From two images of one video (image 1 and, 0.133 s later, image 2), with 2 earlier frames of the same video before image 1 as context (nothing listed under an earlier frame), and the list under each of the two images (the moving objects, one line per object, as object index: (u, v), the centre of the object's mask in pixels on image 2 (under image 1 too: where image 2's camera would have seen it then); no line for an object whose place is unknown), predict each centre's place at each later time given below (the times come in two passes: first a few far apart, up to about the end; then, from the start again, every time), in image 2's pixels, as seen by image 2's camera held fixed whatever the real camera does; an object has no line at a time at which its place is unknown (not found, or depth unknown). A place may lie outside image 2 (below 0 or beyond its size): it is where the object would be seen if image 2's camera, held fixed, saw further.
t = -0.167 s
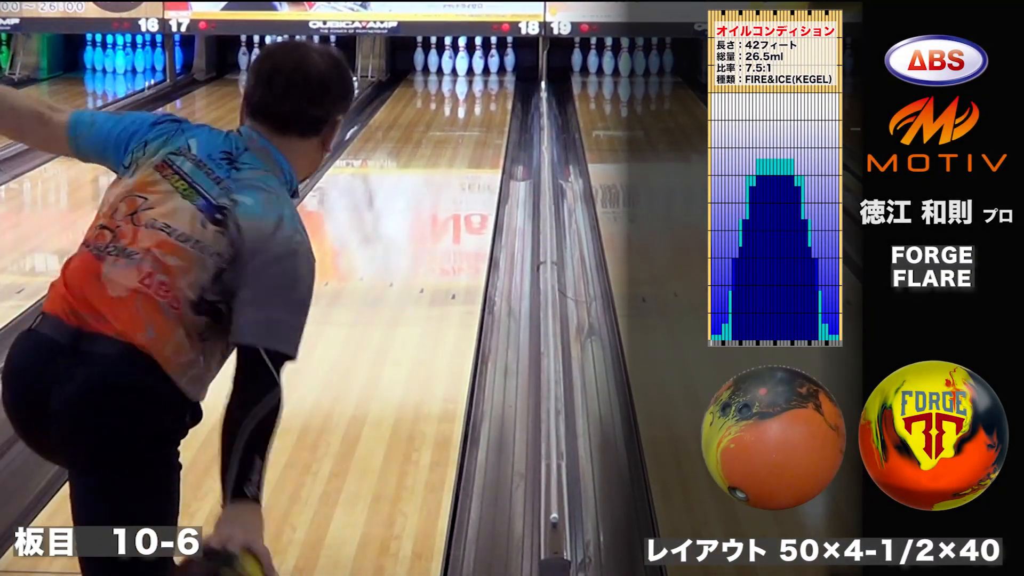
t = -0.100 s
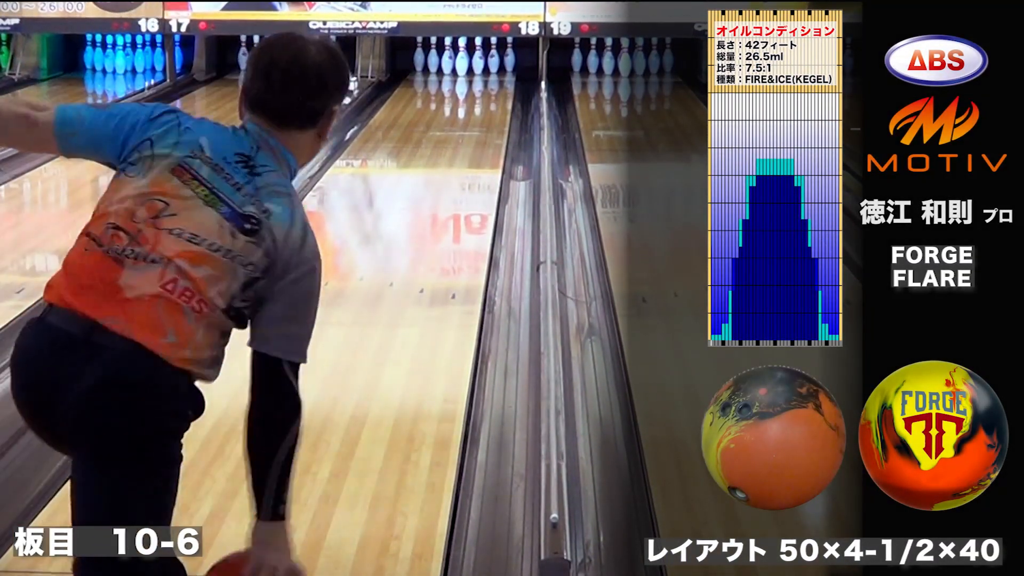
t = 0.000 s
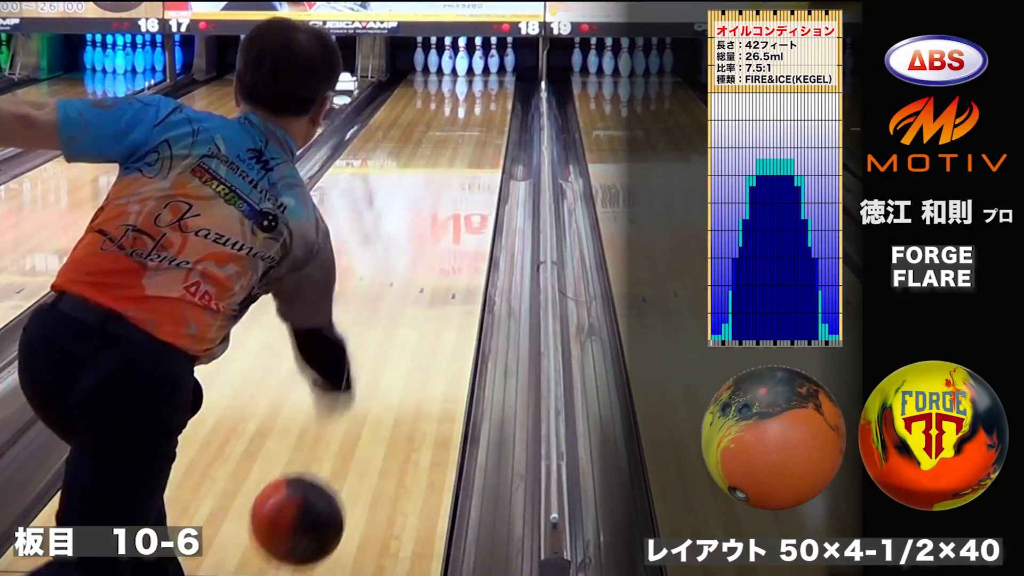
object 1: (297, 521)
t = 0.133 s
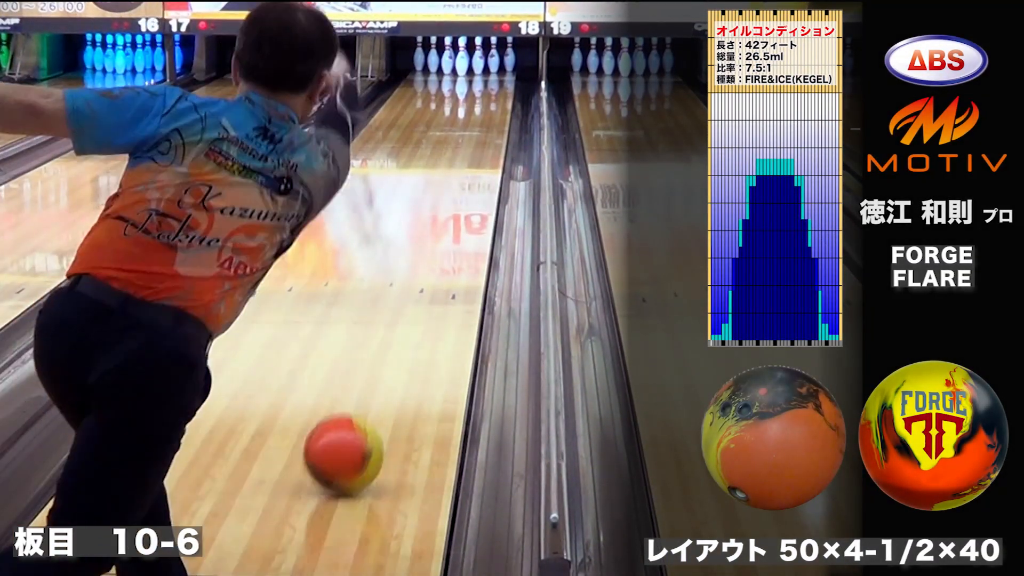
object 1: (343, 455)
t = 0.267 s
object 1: (377, 382)
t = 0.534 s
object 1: (421, 285)
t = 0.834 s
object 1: (451, 215)
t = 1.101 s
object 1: (468, 172)
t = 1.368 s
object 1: (478, 141)
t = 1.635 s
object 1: (482, 117)
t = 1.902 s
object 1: (483, 99)
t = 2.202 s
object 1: (478, 83)
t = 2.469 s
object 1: (472, 72)
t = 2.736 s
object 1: (470, 63)
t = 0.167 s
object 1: (352, 435)
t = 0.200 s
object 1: (361, 416)
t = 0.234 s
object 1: (369, 399)
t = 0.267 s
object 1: (377, 382)
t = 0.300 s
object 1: (383, 368)
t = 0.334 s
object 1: (390, 354)
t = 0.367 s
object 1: (396, 341)
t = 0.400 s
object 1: (402, 328)
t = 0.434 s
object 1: (407, 317)
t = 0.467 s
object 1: (412, 306)
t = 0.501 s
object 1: (417, 295)
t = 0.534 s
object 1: (421, 285)
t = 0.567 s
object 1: (425, 276)
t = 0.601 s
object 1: (429, 267)
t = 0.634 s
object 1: (433, 258)
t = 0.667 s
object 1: (436, 250)
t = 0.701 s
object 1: (440, 242)
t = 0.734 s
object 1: (443, 235)
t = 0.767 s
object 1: (446, 228)
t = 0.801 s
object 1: (448, 221)
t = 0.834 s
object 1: (451, 215)
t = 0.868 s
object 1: (454, 209)
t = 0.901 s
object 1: (456, 202)
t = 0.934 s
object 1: (458, 196)
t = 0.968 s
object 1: (460, 191)
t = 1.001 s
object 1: (462, 186)
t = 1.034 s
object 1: (464, 181)
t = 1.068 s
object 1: (466, 177)
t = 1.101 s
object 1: (468, 172)
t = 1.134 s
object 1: (469, 167)
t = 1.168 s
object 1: (471, 163)
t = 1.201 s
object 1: (472, 159)
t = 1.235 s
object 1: (473, 155)
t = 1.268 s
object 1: (475, 152)
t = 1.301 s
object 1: (476, 148)
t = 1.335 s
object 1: (477, 144)
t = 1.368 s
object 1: (478, 141)
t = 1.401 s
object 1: (479, 138)
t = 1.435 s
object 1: (479, 135)
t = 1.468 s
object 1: (480, 132)
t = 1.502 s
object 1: (480, 128)
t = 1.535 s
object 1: (481, 125)
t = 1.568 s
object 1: (482, 123)
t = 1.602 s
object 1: (482, 120)
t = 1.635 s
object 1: (482, 117)
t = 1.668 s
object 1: (482, 115)
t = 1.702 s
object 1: (483, 113)
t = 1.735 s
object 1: (483, 110)
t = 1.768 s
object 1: (483, 108)
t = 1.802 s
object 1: (483, 106)
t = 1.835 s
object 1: (483, 104)
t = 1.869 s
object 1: (483, 102)
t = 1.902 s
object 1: (483, 99)
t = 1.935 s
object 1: (482, 97)
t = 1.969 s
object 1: (482, 96)
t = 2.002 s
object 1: (481, 94)
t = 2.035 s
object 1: (482, 92)
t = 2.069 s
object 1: (481, 90)
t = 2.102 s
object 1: (481, 89)
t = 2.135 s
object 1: (479, 87)
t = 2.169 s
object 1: (479, 85)
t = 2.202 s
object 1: (478, 83)
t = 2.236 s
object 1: (478, 82)
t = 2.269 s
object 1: (477, 80)
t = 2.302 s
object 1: (476, 78)
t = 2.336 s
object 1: (476, 77)
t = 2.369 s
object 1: (474, 76)
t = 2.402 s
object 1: (473, 74)
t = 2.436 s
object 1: (473, 73)
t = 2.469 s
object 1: (472, 72)
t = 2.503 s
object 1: (471, 70)
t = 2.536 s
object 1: (470, 69)
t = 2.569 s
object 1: (469, 68)
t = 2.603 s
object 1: (468, 67)
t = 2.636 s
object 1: (469, 66)
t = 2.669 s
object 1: (470, 65)
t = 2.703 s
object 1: (470, 65)
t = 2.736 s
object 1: (470, 63)
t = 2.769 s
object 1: (472, 61)
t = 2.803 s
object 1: (472, 62)
